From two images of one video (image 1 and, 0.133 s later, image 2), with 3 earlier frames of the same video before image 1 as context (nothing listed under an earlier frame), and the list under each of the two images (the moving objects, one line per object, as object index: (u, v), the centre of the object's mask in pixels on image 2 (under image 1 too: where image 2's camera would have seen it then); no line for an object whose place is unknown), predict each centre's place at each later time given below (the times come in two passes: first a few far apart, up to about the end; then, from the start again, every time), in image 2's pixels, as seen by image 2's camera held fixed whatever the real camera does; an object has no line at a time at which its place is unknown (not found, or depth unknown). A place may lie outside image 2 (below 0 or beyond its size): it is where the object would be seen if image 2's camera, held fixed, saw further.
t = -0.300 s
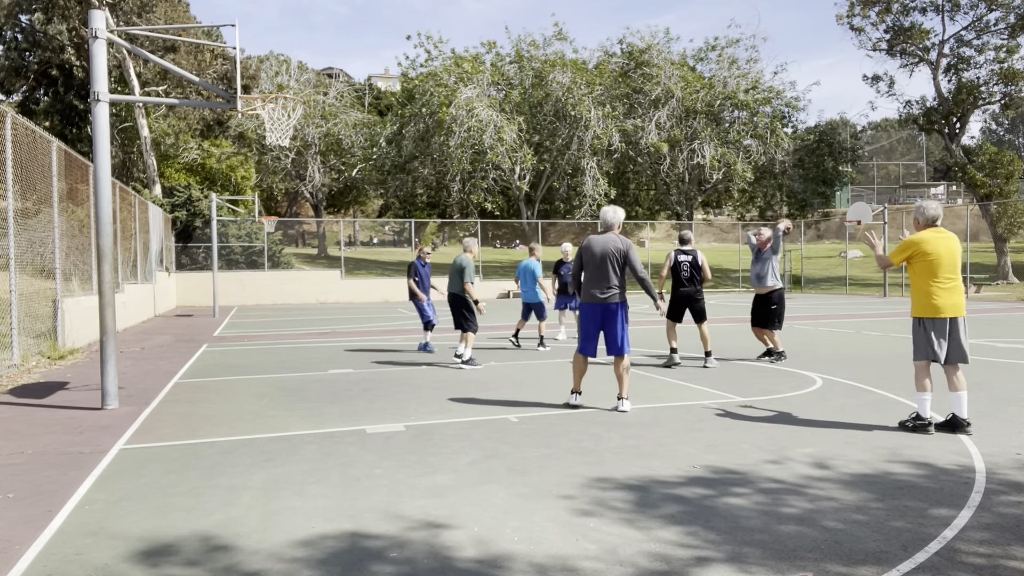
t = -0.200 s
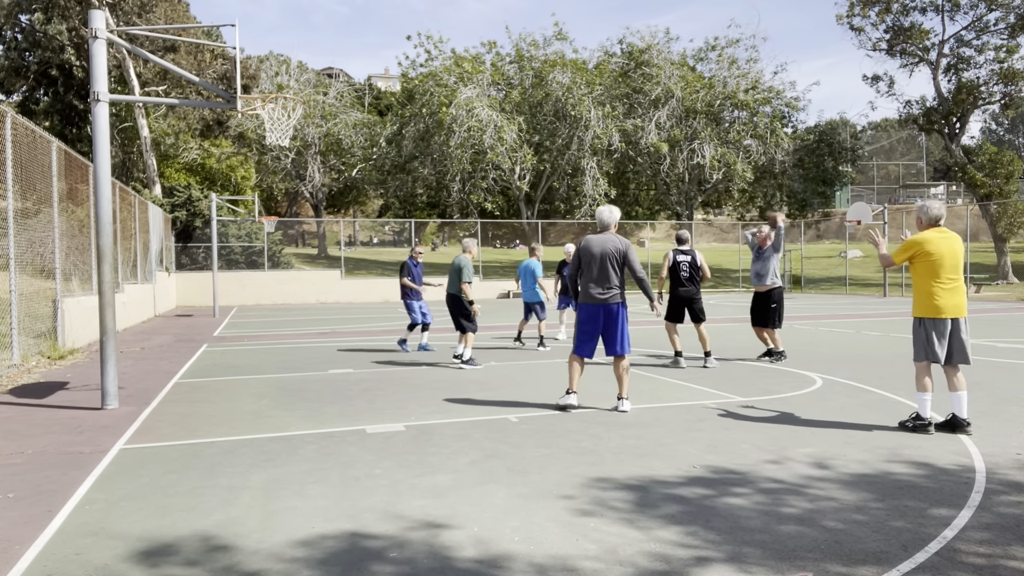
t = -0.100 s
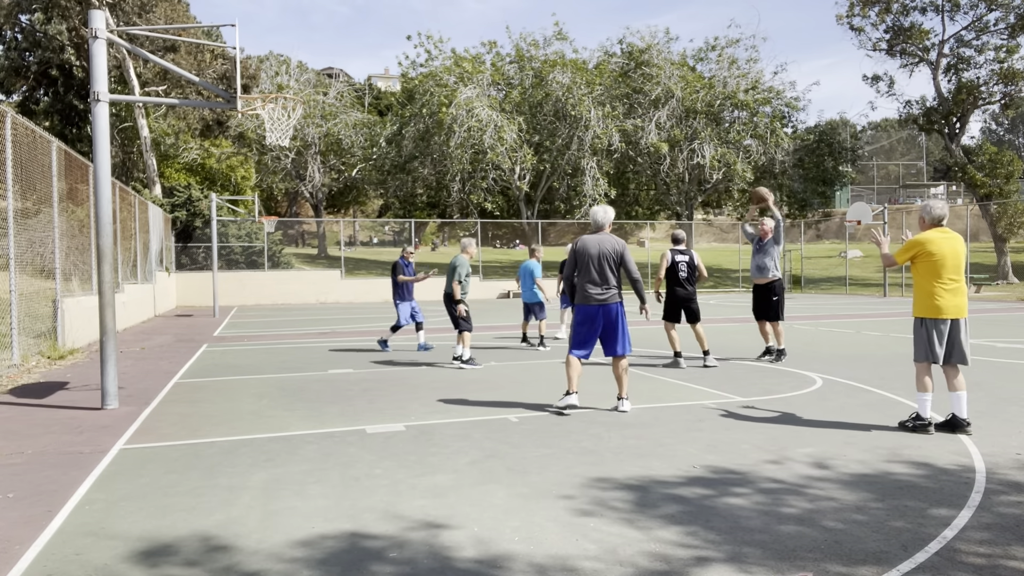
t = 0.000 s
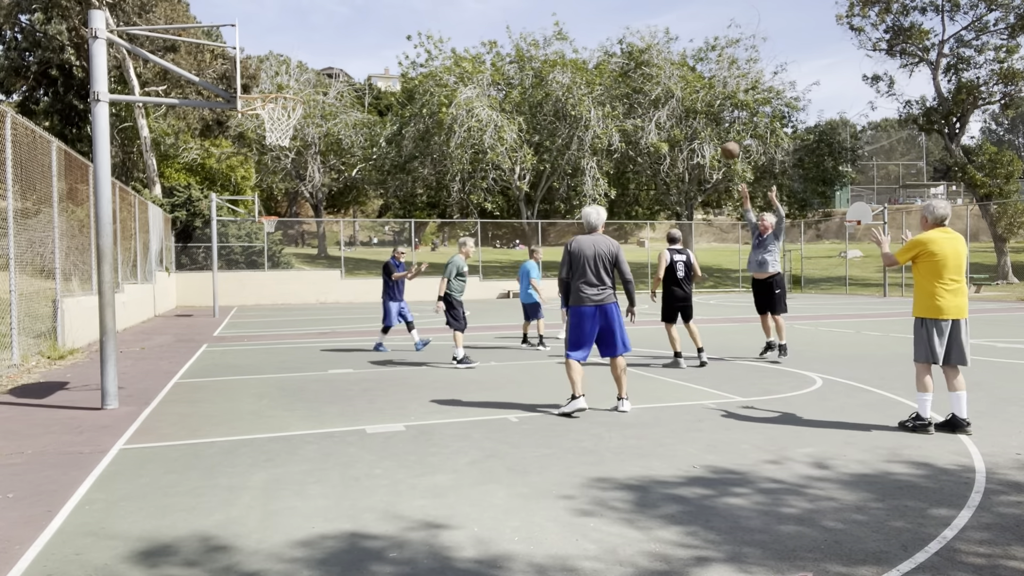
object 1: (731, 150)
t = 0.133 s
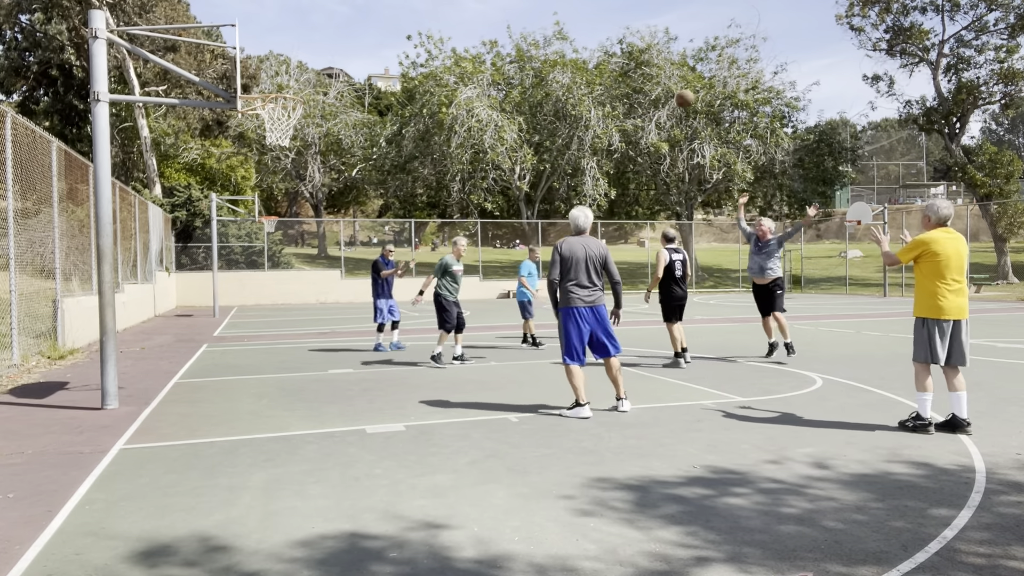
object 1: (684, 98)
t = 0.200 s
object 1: (661, 77)
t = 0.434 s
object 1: (574, 22)
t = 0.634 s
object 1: (494, 8)
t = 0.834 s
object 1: (408, 26)
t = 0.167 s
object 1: (673, 87)
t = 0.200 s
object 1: (661, 77)
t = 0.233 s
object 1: (649, 67)
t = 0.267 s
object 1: (637, 57)
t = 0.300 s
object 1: (625, 48)
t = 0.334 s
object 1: (613, 41)
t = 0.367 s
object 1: (600, 34)
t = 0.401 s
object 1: (587, 27)
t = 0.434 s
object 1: (574, 22)
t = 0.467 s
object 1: (561, 18)
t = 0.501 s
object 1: (548, 14)
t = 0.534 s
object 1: (535, 11)
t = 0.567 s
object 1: (522, 9)
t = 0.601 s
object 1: (508, 8)
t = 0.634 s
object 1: (494, 8)
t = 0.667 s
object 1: (480, 8)
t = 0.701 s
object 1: (466, 10)
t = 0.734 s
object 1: (452, 12)
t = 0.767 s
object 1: (437, 16)
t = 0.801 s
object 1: (422, 21)
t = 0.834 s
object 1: (408, 26)
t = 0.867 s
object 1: (393, 33)
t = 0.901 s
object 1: (377, 41)
